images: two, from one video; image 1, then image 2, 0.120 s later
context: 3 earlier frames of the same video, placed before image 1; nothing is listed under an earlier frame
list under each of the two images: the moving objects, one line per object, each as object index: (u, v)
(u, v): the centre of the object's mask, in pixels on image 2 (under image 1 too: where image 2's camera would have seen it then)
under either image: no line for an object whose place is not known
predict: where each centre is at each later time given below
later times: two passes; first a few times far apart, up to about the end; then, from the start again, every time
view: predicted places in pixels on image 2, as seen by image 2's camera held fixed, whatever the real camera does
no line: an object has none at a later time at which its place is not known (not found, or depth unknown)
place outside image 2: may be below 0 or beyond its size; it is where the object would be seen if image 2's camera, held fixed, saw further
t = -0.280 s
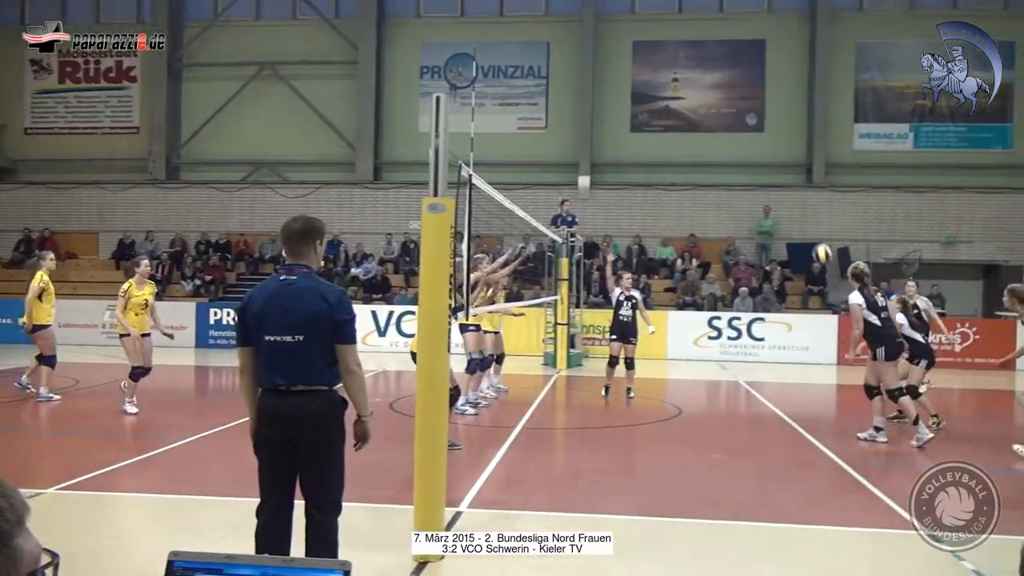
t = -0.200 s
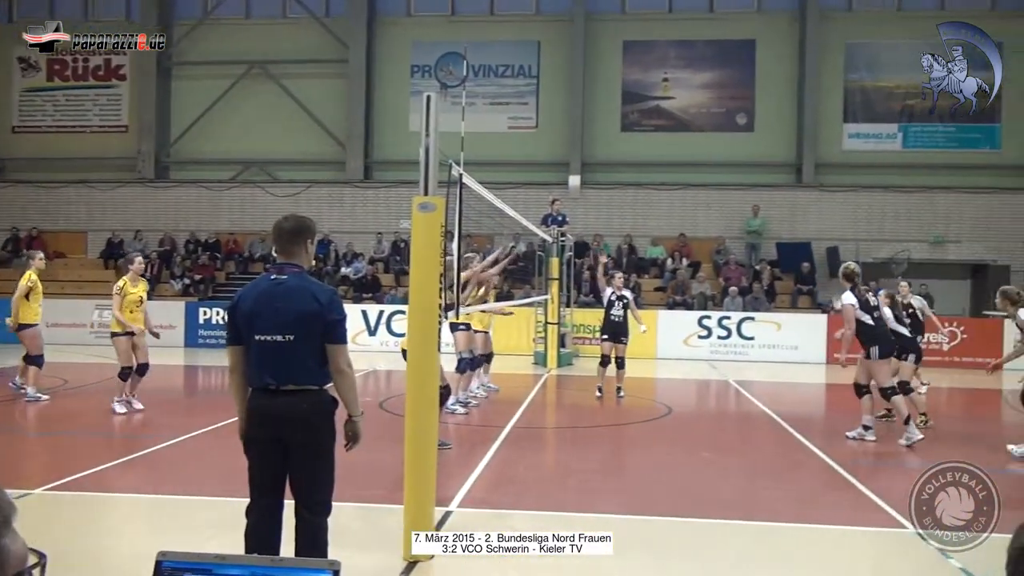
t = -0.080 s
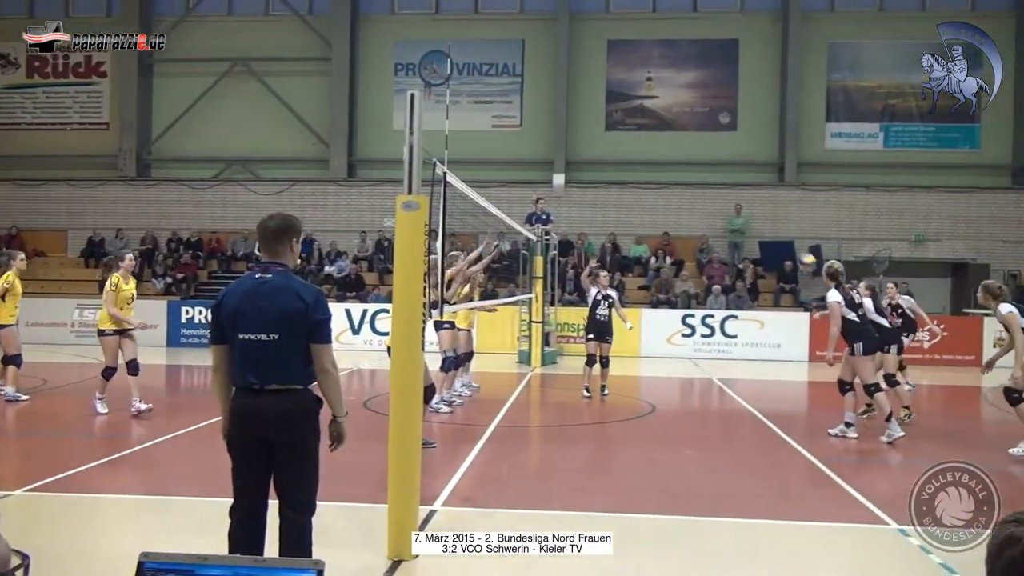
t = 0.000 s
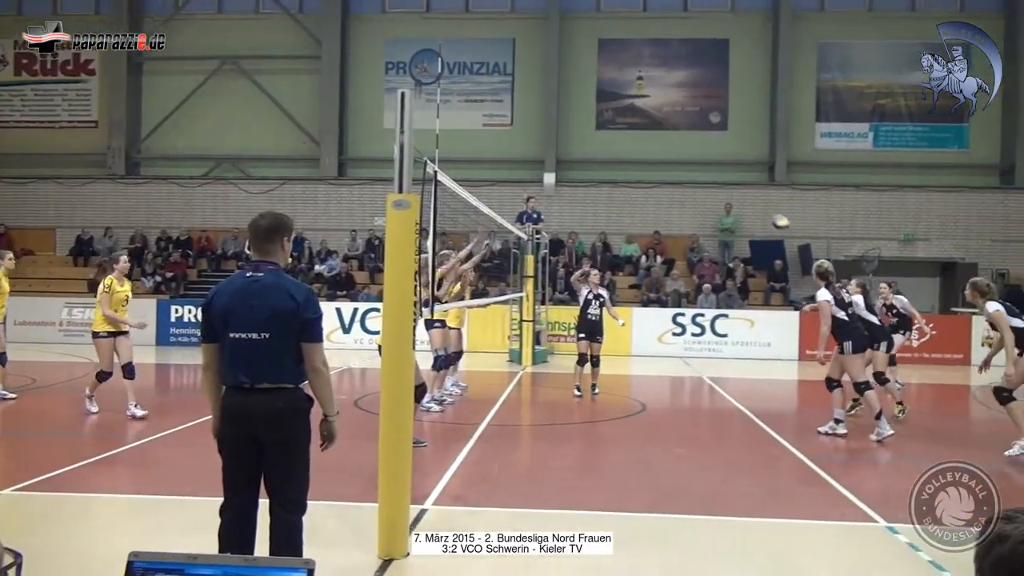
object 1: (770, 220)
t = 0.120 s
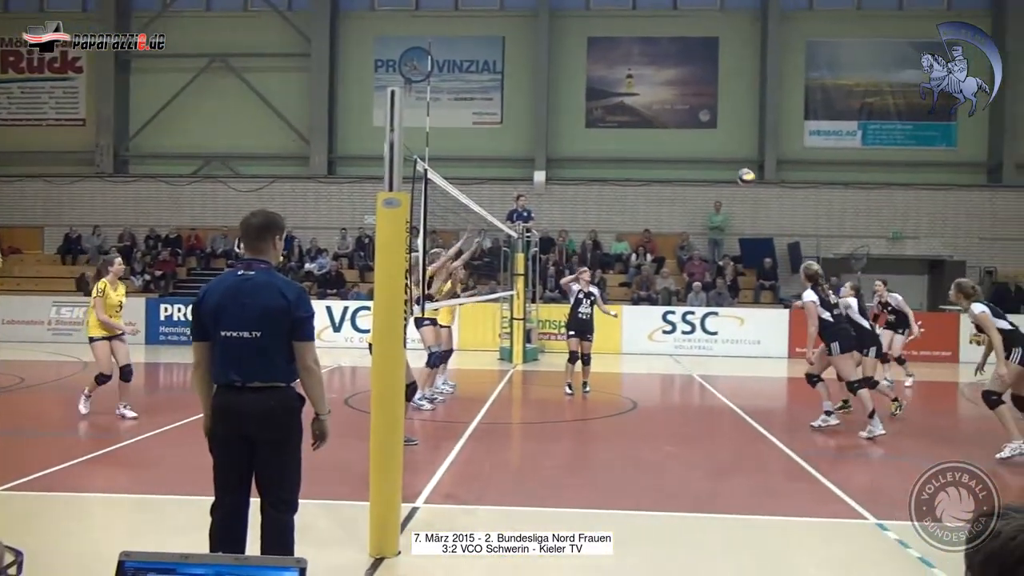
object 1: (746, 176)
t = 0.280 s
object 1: (715, 136)
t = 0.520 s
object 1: (668, 115)
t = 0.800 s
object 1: (617, 145)
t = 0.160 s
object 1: (738, 164)
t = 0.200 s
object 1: (730, 154)
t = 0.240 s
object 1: (723, 144)
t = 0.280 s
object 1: (715, 136)
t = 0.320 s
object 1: (707, 129)
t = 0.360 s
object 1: (699, 123)
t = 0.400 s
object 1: (691, 120)
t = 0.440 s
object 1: (683, 117)
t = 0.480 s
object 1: (676, 115)
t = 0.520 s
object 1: (668, 115)
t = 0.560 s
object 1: (661, 115)
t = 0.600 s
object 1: (653, 118)
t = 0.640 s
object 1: (645, 120)
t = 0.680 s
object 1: (639, 125)
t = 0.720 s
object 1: (631, 130)
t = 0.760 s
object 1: (624, 137)
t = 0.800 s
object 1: (617, 145)
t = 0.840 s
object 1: (609, 154)
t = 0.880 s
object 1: (602, 164)
